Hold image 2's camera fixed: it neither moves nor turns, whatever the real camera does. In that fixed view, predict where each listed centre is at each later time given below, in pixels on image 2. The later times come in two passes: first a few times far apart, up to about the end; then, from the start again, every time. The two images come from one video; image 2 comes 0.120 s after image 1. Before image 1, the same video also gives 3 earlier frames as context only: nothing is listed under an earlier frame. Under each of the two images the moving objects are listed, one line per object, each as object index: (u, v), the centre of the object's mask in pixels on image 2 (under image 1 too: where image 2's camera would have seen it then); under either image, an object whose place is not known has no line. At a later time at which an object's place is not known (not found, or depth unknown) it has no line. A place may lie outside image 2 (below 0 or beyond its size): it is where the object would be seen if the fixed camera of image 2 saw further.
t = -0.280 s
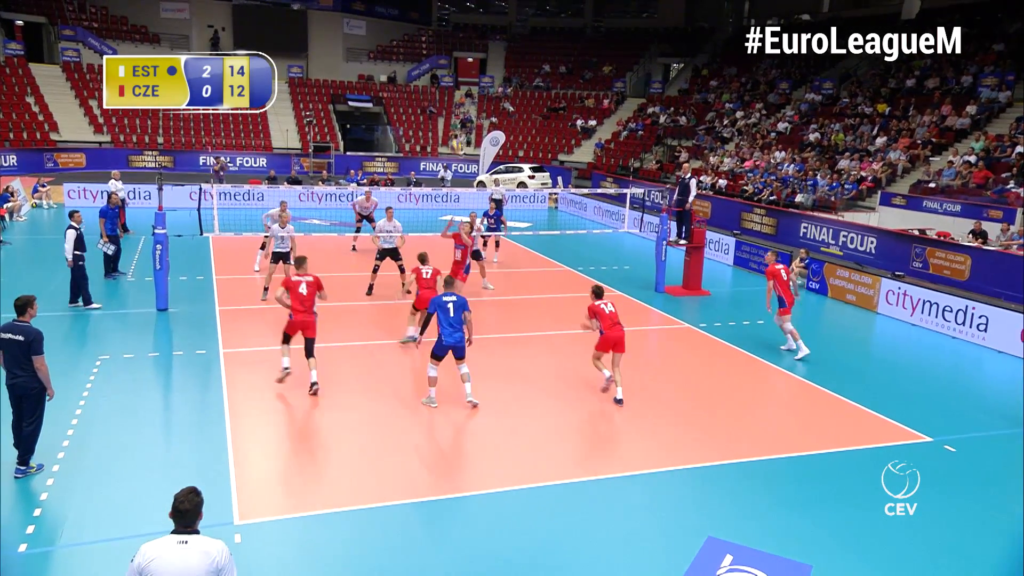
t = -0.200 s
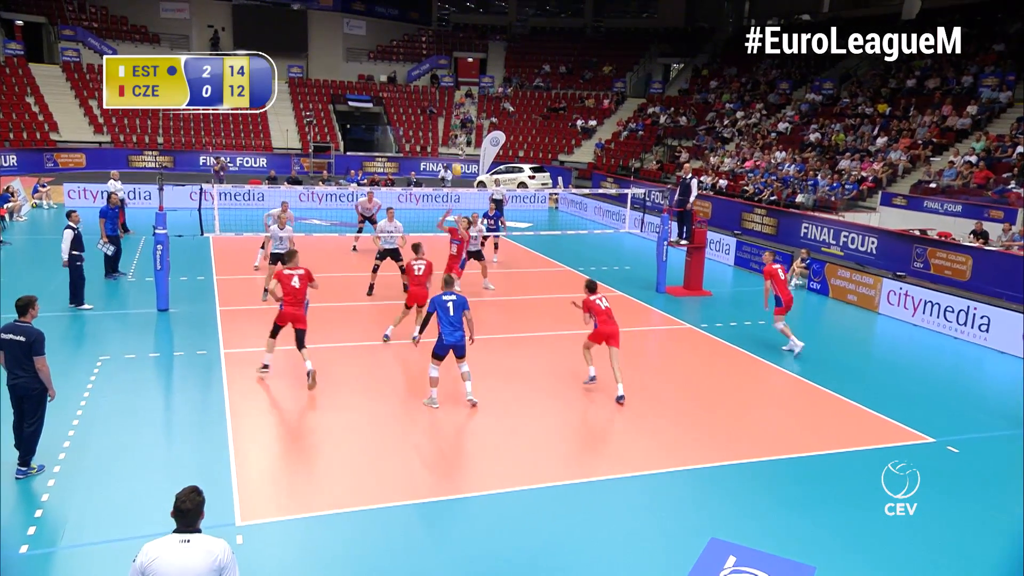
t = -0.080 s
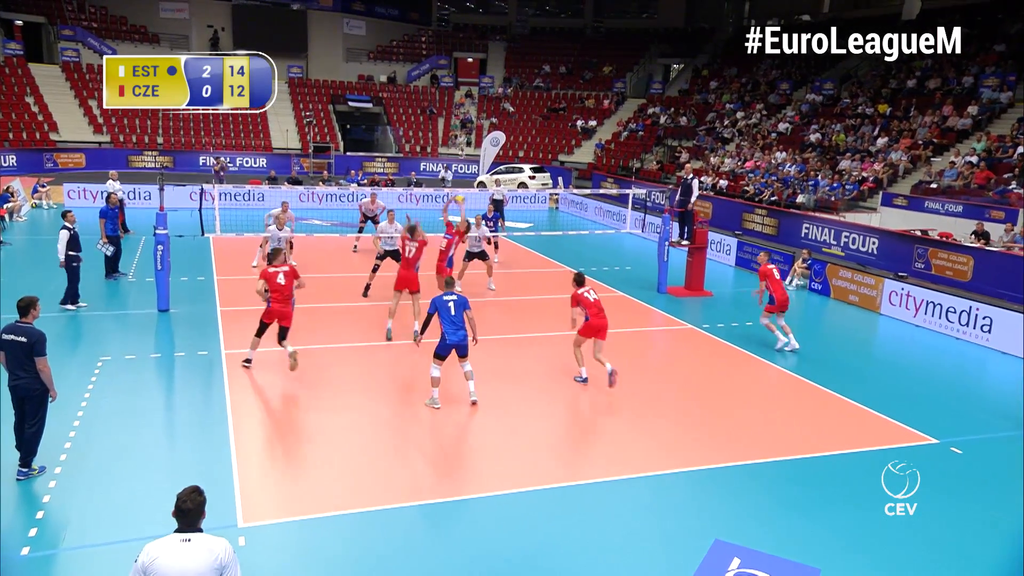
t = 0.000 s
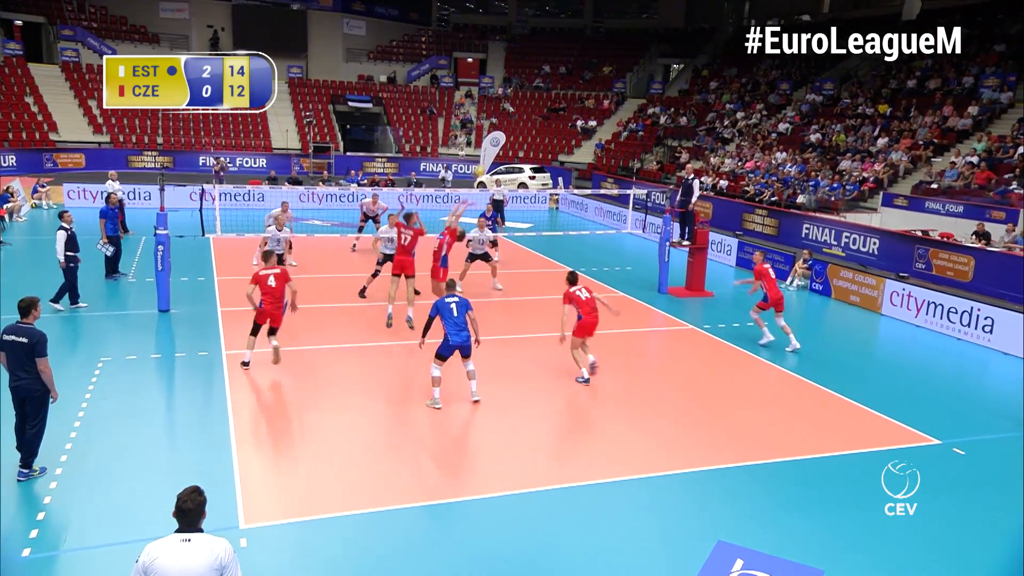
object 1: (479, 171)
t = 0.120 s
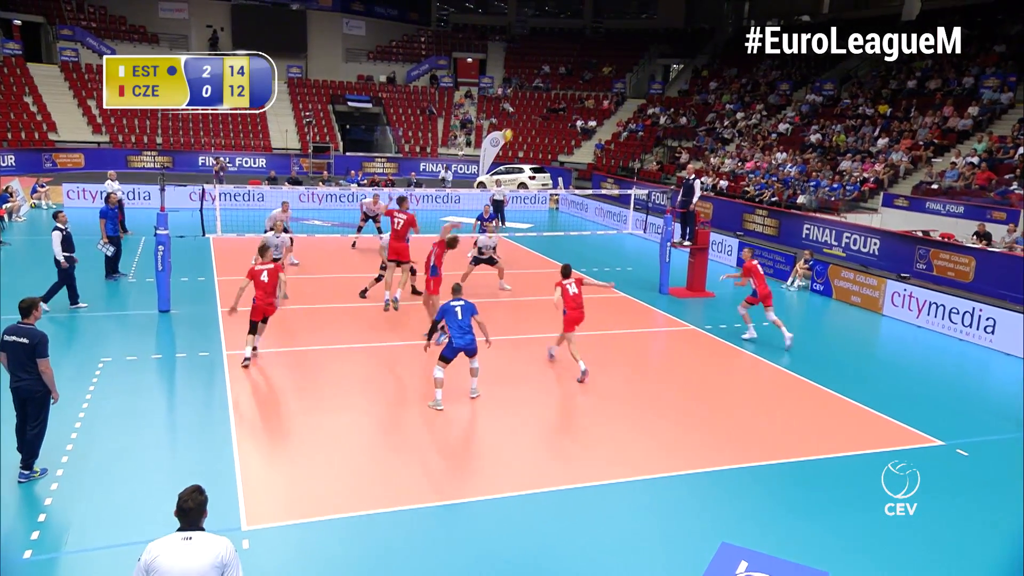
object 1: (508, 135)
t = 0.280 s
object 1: (541, 102)
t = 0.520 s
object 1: (589, 80)
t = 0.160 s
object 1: (515, 125)
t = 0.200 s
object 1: (524, 116)
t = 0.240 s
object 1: (533, 109)
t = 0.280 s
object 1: (541, 102)
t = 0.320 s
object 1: (550, 96)
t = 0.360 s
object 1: (558, 91)
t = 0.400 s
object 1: (566, 87)
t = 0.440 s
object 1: (574, 83)
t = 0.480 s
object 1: (582, 81)
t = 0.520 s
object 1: (589, 80)
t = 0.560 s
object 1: (597, 79)
